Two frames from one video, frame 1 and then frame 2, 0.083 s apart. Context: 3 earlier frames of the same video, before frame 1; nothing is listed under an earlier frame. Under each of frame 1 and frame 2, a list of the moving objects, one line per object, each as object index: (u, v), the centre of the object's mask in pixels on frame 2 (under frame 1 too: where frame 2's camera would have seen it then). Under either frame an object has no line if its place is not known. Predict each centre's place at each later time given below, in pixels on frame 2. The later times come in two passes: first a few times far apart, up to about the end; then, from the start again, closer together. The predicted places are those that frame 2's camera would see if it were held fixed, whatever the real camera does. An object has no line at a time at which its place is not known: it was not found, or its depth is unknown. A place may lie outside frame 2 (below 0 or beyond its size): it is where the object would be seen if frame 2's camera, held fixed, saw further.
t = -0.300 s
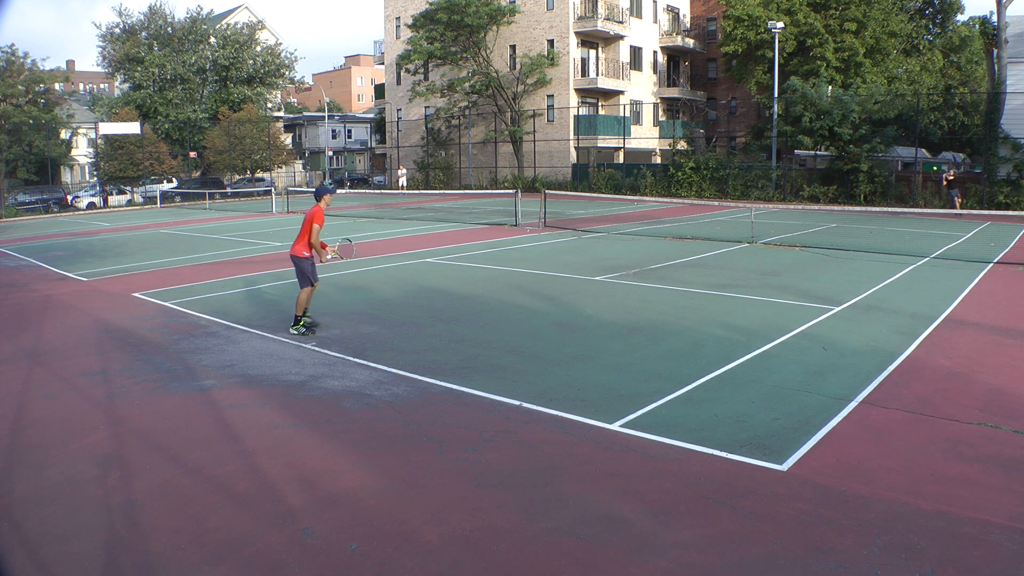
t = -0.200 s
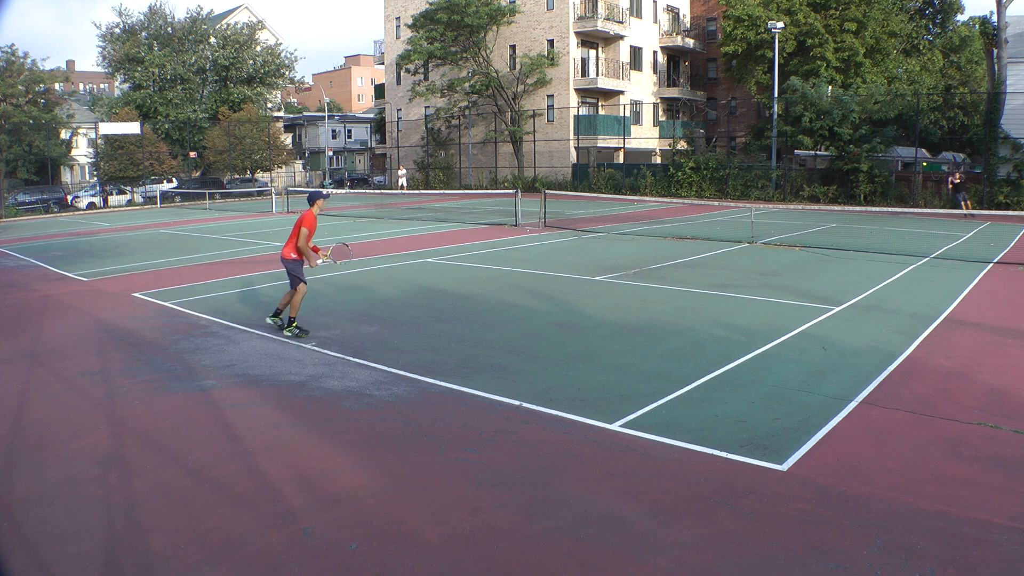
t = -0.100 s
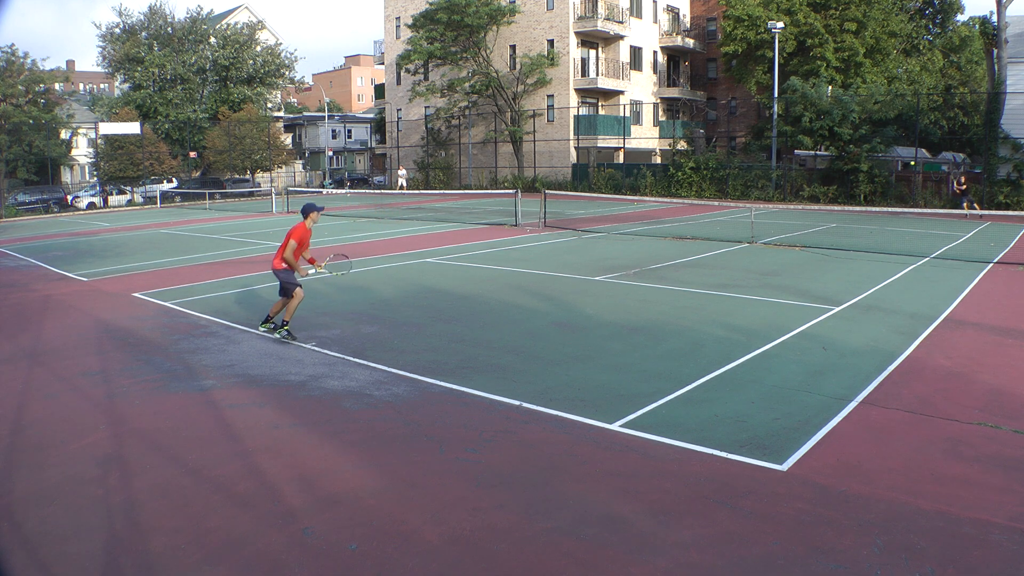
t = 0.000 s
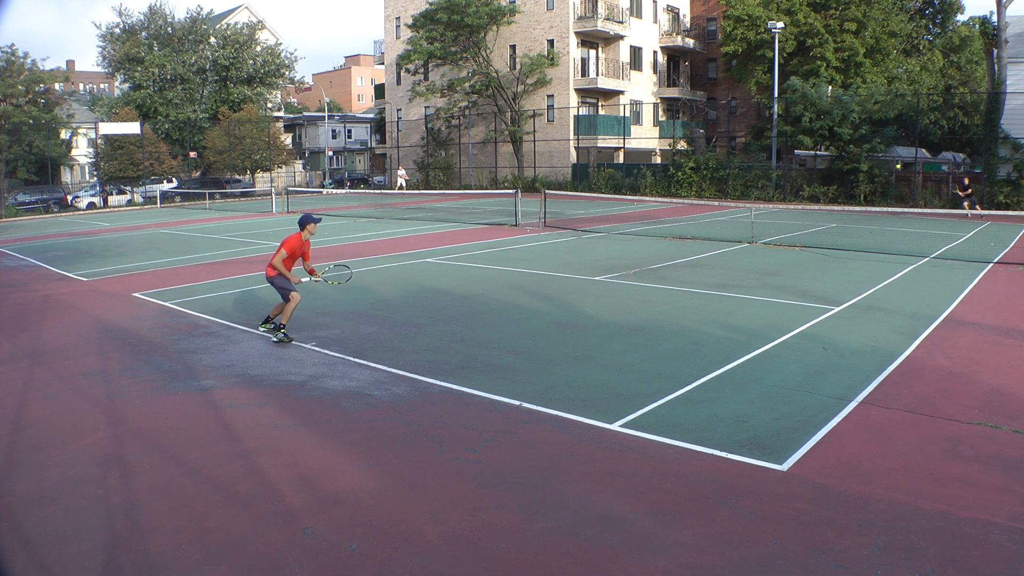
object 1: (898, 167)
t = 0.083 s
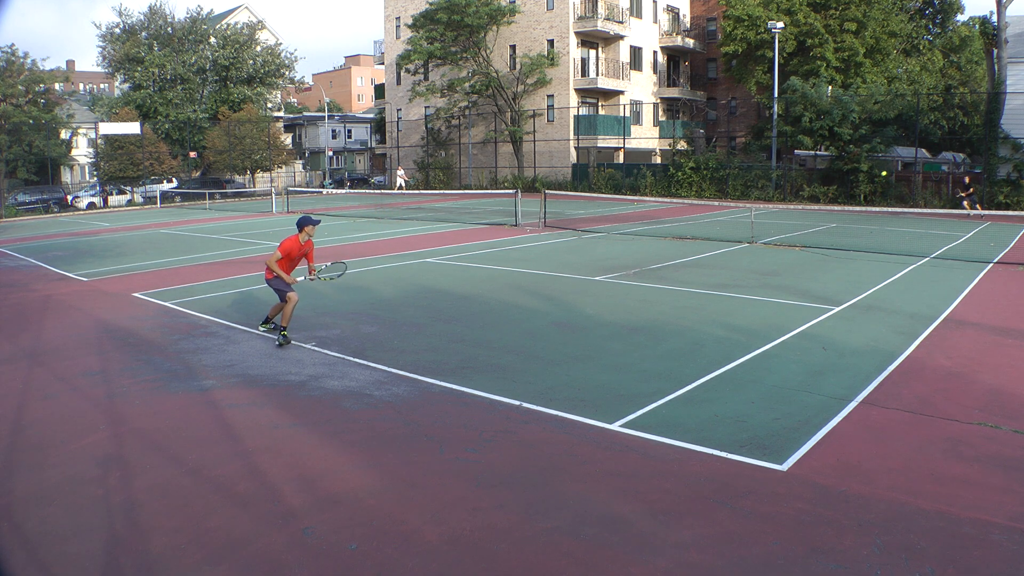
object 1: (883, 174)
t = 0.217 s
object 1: (855, 195)
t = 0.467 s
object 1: (773, 294)
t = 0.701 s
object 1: (684, 297)
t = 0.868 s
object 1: (605, 291)
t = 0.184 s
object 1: (863, 189)
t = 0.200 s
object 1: (859, 192)
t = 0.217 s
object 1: (855, 195)
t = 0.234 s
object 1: (851, 199)
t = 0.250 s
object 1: (847, 203)
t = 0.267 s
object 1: (842, 208)
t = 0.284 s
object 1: (837, 212)
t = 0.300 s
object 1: (832, 218)
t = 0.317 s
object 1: (828, 224)
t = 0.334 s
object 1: (822, 229)
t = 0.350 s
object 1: (817, 236)
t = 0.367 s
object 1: (811, 243)
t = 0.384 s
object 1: (805, 250)
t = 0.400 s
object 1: (800, 257)
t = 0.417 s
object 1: (793, 266)
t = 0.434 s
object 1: (787, 275)
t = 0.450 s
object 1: (780, 284)
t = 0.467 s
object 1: (773, 294)
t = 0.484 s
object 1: (765, 305)
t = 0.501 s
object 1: (757, 316)
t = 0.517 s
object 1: (748, 328)
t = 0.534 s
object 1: (742, 329)
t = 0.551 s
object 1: (737, 325)
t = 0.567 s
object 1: (732, 321)
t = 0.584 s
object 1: (727, 317)
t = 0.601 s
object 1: (721, 314)
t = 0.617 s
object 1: (715, 311)
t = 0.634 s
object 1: (710, 308)
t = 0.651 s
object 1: (704, 305)
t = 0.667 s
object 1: (697, 302)
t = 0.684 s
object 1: (691, 300)
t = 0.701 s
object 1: (684, 297)
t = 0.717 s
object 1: (678, 295)
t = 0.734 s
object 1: (671, 294)
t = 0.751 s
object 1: (663, 292)
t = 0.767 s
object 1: (656, 291)
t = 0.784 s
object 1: (648, 290)
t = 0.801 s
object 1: (640, 290)
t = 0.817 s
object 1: (632, 290)
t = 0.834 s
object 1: (623, 290)
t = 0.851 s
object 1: (614, 291)
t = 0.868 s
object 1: (605, 291)
